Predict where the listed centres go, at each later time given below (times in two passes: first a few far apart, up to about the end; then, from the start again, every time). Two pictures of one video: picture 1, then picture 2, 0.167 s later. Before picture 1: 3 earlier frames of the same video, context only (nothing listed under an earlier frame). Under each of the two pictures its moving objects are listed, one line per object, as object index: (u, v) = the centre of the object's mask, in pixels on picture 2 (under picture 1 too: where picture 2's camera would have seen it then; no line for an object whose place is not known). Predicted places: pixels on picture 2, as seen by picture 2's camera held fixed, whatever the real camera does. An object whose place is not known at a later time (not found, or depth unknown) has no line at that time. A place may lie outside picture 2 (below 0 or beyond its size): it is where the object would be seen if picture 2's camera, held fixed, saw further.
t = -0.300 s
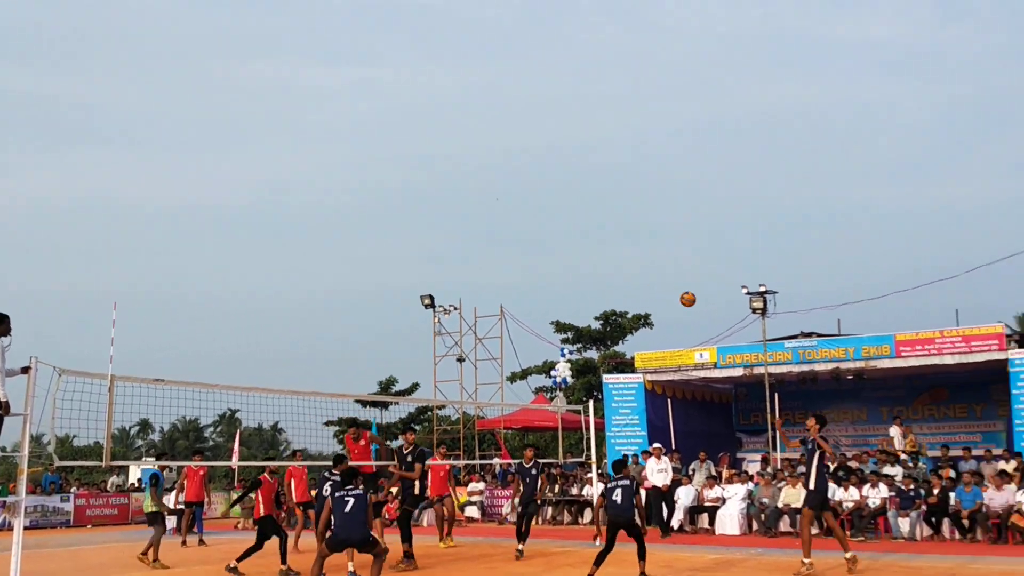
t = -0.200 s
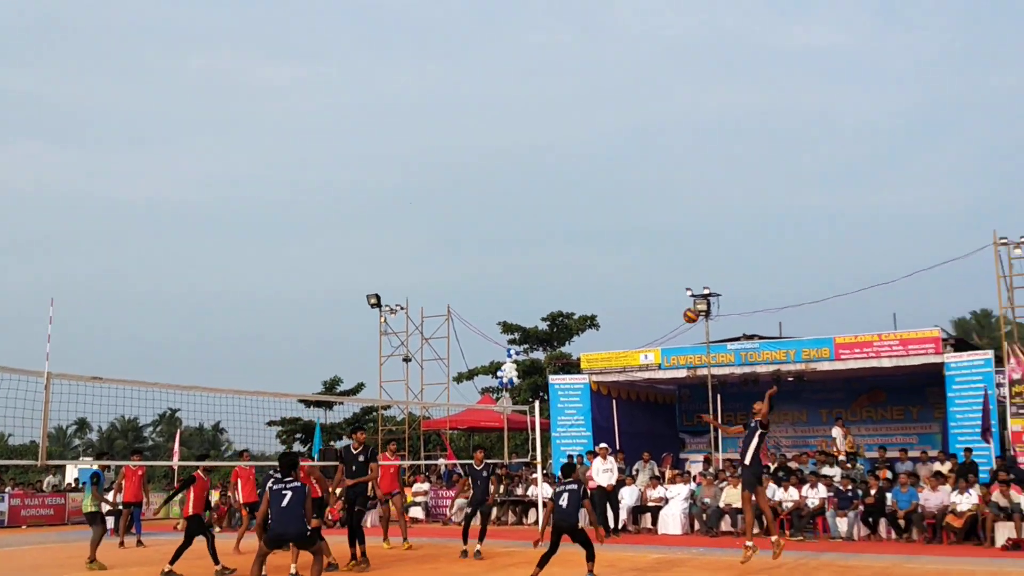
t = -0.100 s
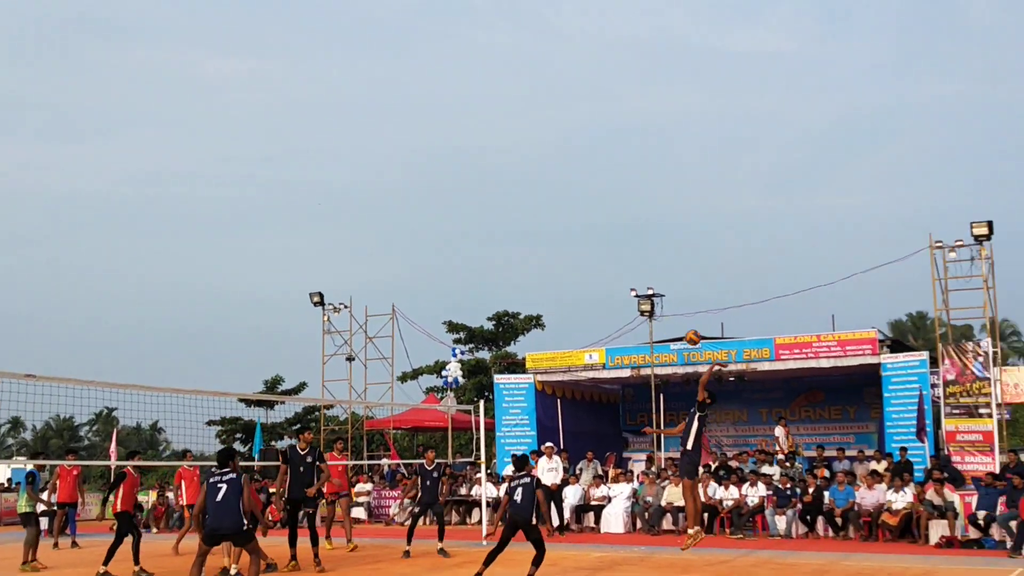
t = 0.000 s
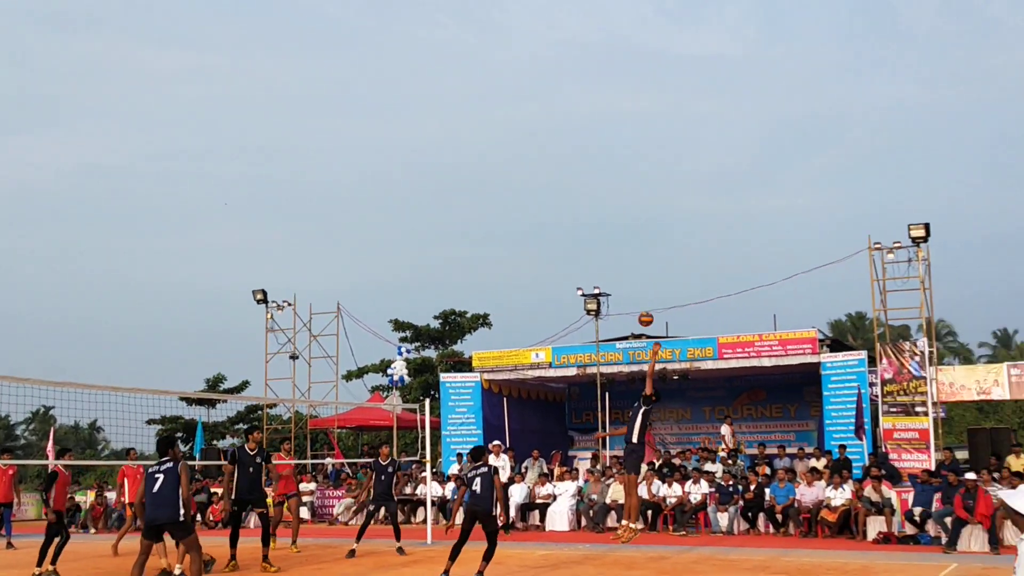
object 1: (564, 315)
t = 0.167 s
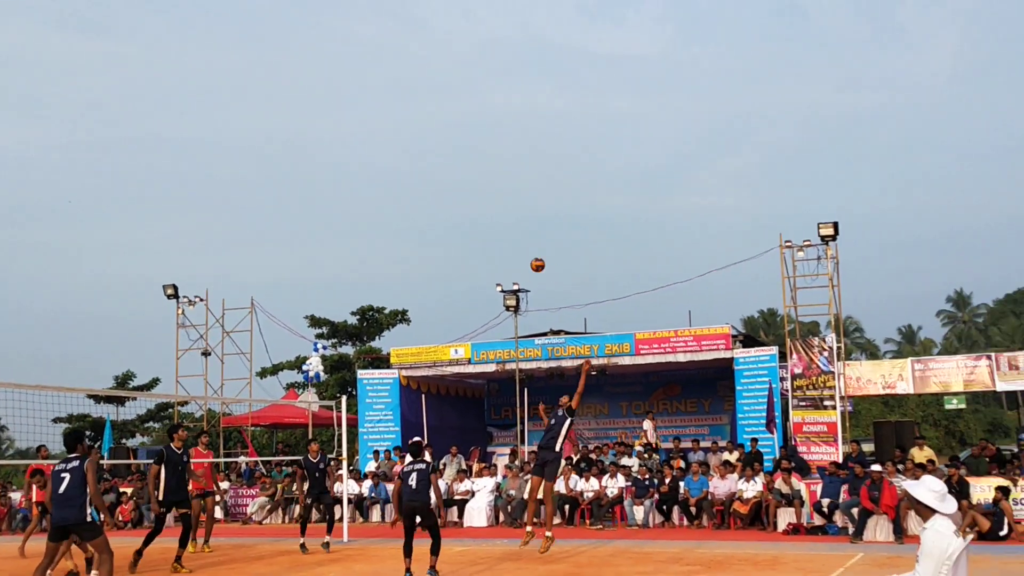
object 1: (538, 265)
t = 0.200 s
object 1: (533, 257)
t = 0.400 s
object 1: (506, 229)
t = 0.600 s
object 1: (481, 227)
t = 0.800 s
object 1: (459, 249)
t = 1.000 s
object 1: (438, 293)
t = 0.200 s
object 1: (533, 257)
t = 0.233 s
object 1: (529, 251)
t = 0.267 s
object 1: (524, 245)
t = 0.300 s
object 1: (520, 240)
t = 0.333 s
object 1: (515, 236)
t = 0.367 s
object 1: (510, 232)
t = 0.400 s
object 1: (506, 229)
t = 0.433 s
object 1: (502, 227)
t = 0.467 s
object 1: (498, 226)
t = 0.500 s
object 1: (494, 225)
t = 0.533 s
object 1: (490, 225)
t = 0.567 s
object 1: (485, 226)
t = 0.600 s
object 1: (481, 227)
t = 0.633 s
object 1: (477, 229)
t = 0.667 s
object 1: (474, 232)
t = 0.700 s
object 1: (470, 235)
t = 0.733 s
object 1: (466, 239)
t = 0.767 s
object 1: (462, 244)
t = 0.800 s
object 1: (459, 249)
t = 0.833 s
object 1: (455, 255)
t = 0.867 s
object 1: (452, 261)
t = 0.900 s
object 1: (448, 268)
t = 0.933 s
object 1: (445, 276)
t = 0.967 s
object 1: (441, 284)
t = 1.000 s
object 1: (438, 293)
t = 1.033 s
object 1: (434, 303)
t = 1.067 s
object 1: (431, 313)
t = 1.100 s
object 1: (428, 323)
